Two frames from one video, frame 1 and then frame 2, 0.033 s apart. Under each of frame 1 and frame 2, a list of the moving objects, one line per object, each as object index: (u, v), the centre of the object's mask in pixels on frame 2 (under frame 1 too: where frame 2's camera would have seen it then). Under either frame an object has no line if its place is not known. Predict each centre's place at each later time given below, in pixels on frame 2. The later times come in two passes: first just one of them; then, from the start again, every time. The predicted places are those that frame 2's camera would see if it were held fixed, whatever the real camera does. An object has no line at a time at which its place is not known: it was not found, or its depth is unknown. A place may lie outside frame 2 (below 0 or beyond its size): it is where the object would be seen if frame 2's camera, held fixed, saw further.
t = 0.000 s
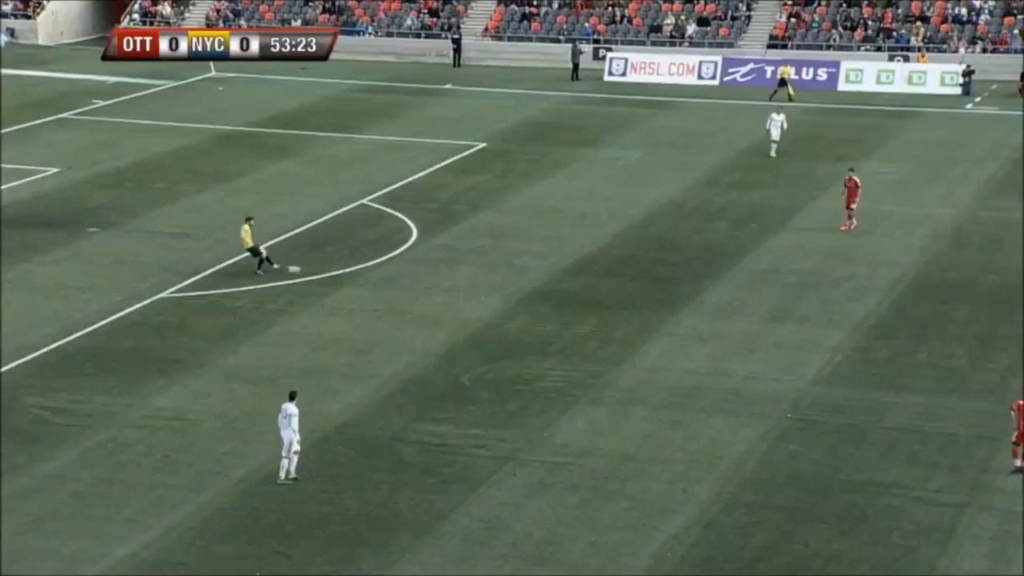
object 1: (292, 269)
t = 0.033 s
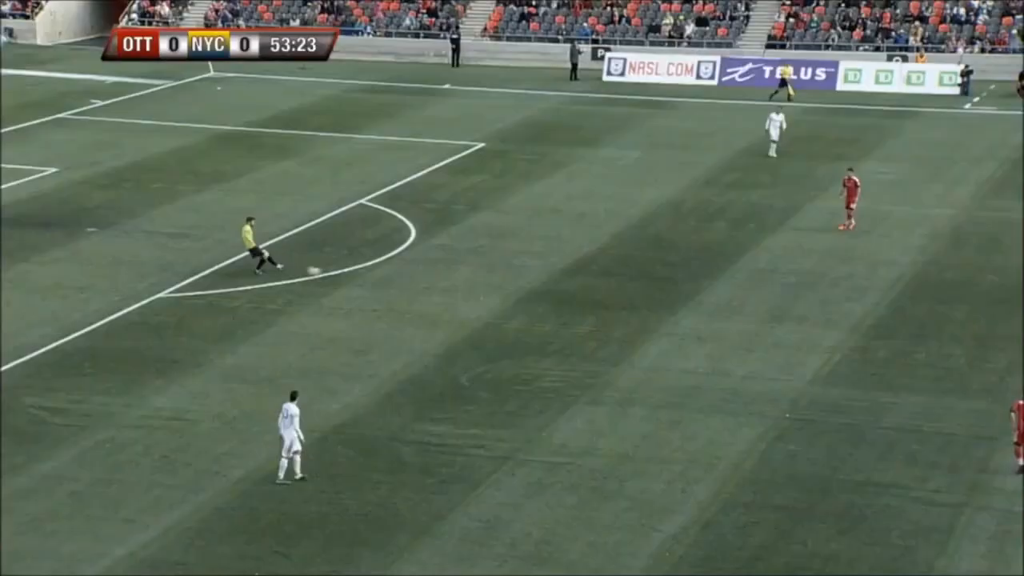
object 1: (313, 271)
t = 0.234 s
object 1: (437, 283)
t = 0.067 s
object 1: (336, 273)
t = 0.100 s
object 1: (357, 274)
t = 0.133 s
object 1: (377, 276)
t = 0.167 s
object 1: (397, 277)
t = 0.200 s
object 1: (417, 279)
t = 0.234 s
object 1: (437, 283)
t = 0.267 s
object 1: (456, 283)
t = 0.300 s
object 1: (474, 284)
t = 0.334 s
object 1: (492, 286)
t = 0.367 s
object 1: (511, 288)
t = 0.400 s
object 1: (528, 290)
